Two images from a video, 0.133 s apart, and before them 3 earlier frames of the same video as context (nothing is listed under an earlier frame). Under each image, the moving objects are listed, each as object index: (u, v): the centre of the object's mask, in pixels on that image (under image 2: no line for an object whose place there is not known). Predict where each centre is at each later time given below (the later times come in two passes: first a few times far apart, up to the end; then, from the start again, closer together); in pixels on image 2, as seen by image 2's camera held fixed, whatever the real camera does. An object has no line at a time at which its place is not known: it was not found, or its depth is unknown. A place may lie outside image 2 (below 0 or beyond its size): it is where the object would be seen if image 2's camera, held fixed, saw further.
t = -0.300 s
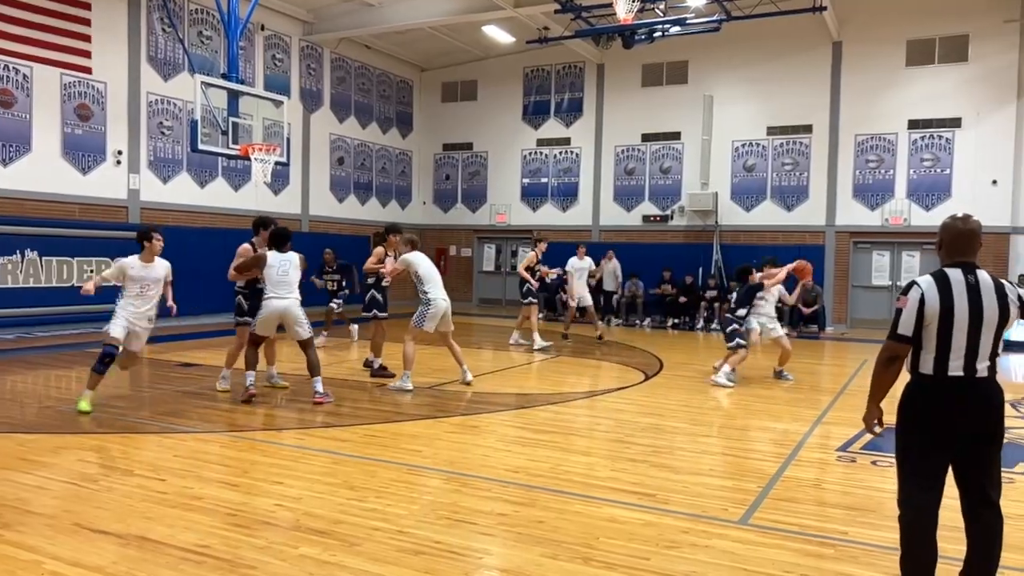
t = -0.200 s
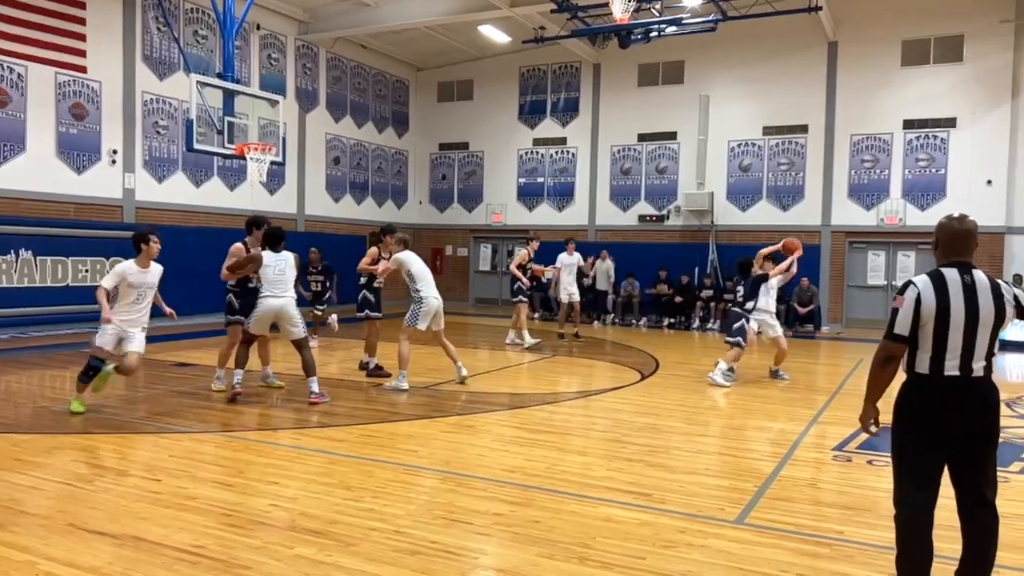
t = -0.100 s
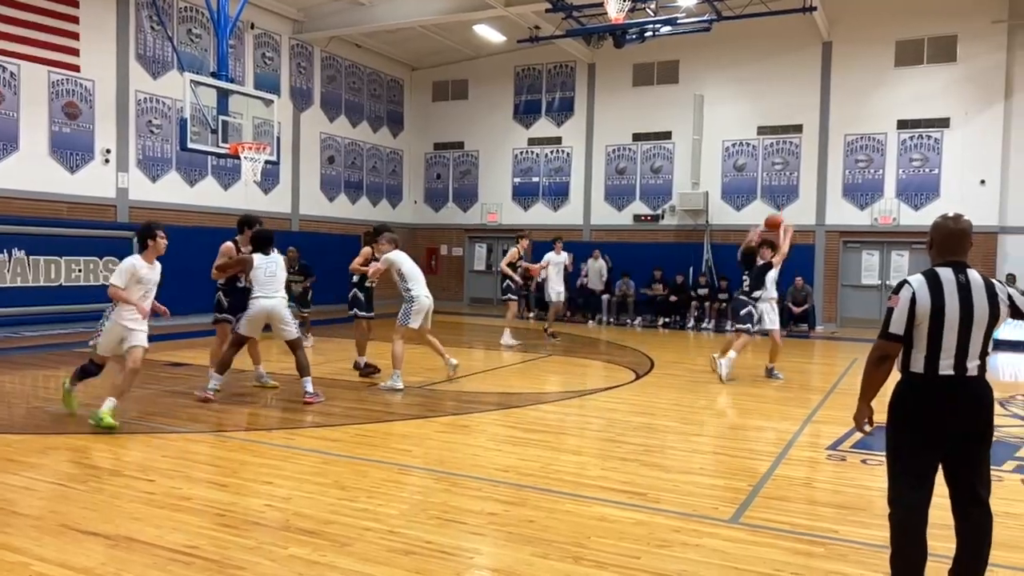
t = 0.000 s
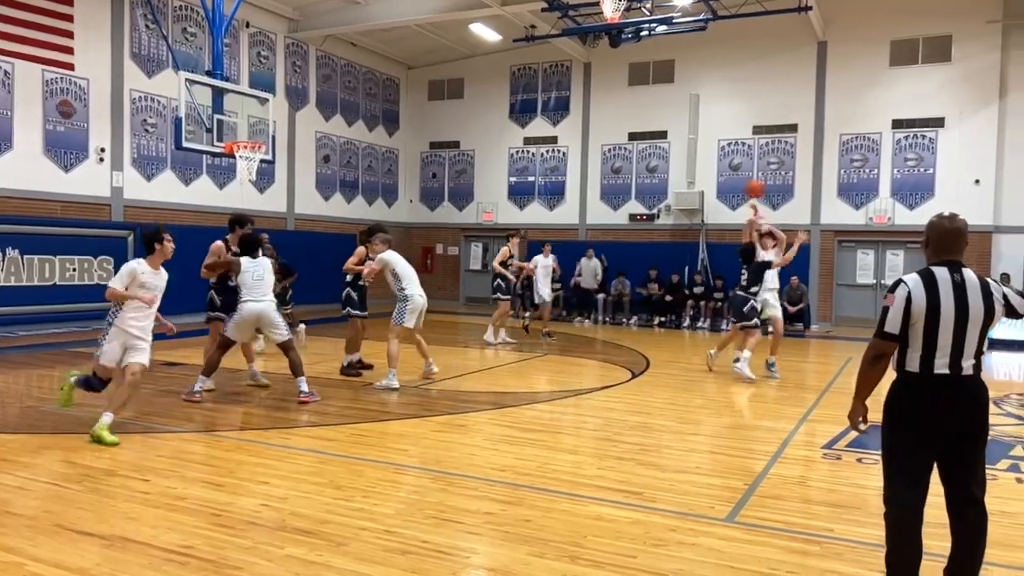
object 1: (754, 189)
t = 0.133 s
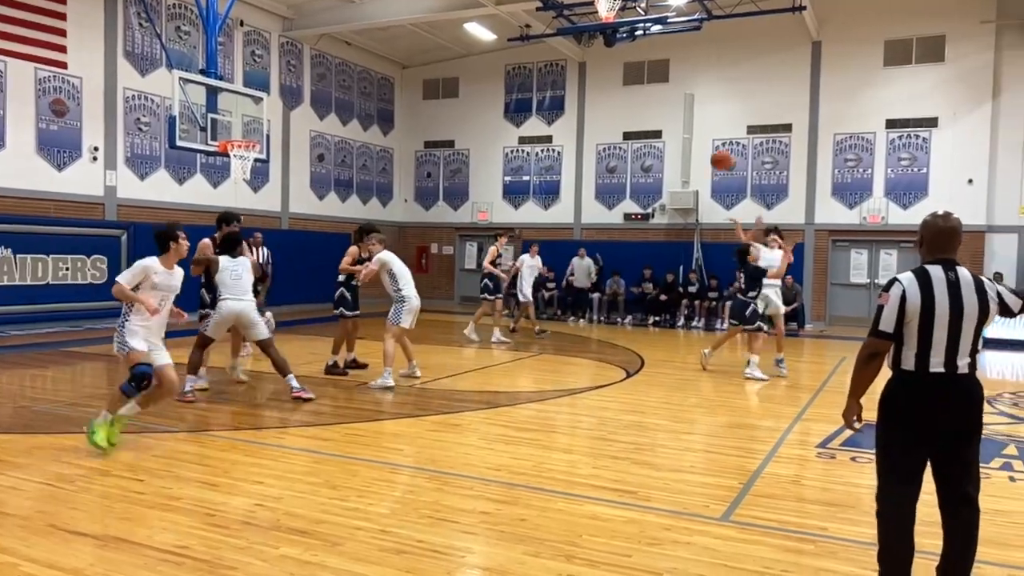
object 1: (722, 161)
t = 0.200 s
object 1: (704, 150)
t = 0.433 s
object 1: (635, 145)
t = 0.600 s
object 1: (569, 180)
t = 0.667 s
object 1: (537, 206)
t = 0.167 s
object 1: (713, 155)
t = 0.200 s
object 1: (704, 150)
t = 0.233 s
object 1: (696, 146)
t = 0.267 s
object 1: (687, 144)
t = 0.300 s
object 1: (677, 142)
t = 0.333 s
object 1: (667, 141)
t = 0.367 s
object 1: (659, 141)
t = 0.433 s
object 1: (635, 145)
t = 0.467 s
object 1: (623, 149)
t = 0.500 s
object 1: (612, 154)
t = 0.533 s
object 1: (596, 162)
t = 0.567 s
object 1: (584, 169)
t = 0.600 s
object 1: (569, 180)
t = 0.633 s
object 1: (552, 193)
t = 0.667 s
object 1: (537, 206)
